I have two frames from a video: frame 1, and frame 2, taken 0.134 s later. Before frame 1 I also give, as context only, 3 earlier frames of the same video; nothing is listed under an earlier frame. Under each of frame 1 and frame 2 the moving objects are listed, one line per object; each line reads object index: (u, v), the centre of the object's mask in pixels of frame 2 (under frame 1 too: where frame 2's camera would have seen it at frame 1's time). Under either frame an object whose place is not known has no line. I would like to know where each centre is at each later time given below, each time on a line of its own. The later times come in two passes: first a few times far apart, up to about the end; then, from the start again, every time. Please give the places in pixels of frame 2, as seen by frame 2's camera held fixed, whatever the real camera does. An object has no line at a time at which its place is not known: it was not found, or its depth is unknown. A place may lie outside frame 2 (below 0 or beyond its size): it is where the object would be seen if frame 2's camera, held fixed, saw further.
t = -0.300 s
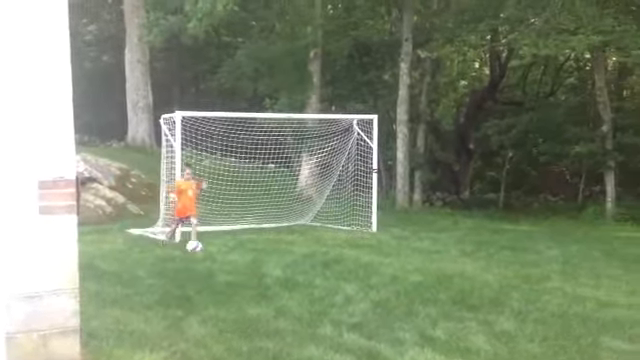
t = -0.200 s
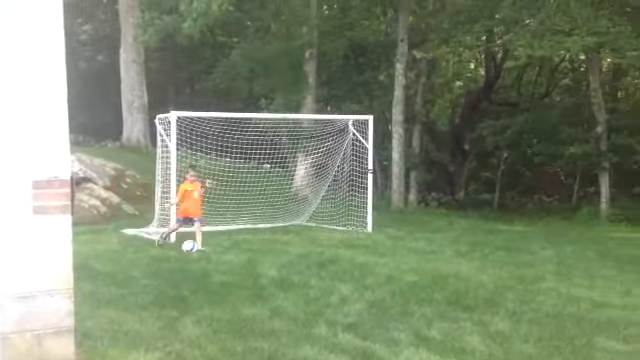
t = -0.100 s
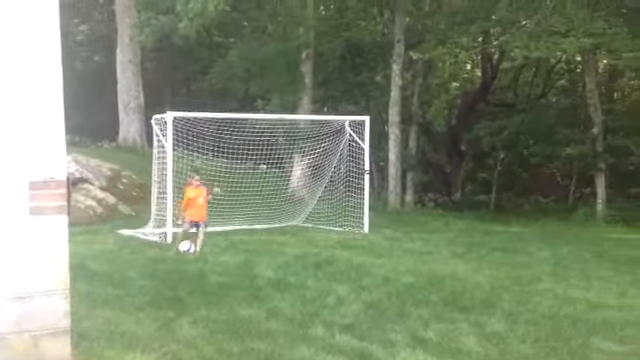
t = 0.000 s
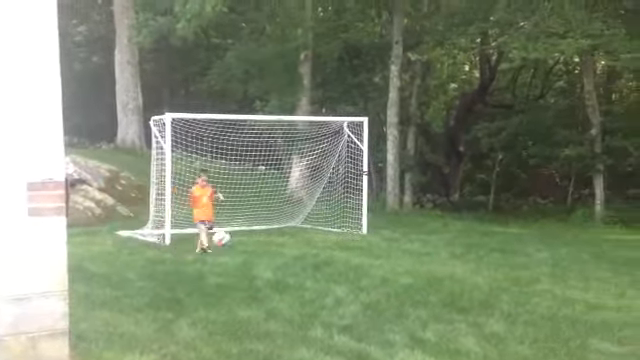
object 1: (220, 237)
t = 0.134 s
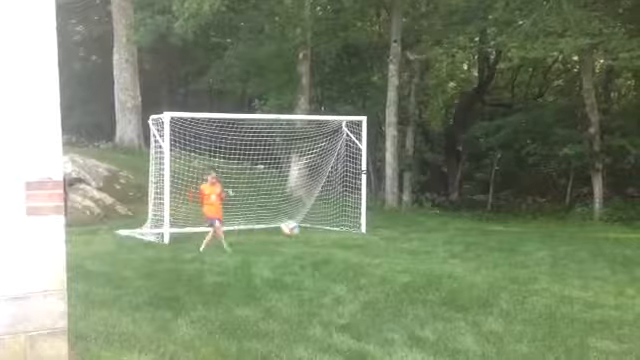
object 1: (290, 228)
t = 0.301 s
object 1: (391, 235)
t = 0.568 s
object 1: (572, 274)
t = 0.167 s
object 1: (309, 227)
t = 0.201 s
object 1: (328, 228)
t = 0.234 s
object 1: (348, 229)
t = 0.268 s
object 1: (370, 231)
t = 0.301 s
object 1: (391, 235)
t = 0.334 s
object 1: (414, 240)
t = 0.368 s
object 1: (438, 246)
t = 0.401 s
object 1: (463, 253)
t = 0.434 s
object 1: (490, 261)
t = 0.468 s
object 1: (518, 272)
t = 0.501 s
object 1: (542, 279)
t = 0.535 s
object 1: (557, 277)
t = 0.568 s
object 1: (572, 274)
